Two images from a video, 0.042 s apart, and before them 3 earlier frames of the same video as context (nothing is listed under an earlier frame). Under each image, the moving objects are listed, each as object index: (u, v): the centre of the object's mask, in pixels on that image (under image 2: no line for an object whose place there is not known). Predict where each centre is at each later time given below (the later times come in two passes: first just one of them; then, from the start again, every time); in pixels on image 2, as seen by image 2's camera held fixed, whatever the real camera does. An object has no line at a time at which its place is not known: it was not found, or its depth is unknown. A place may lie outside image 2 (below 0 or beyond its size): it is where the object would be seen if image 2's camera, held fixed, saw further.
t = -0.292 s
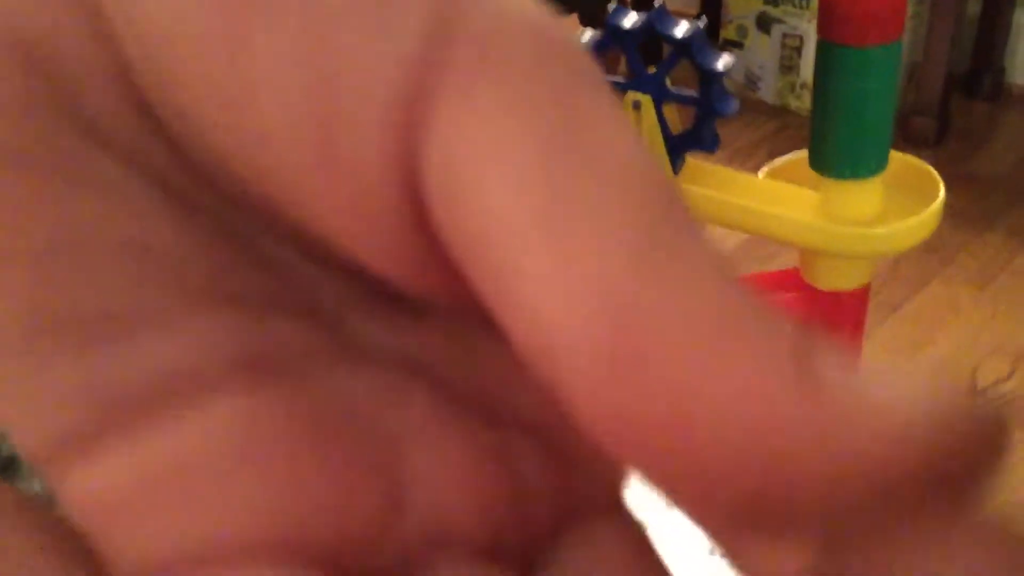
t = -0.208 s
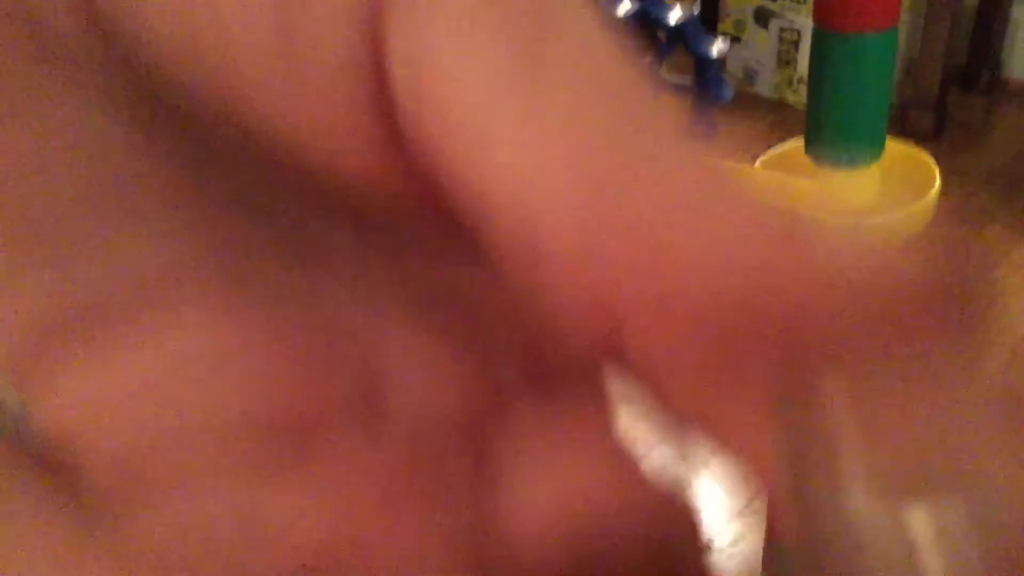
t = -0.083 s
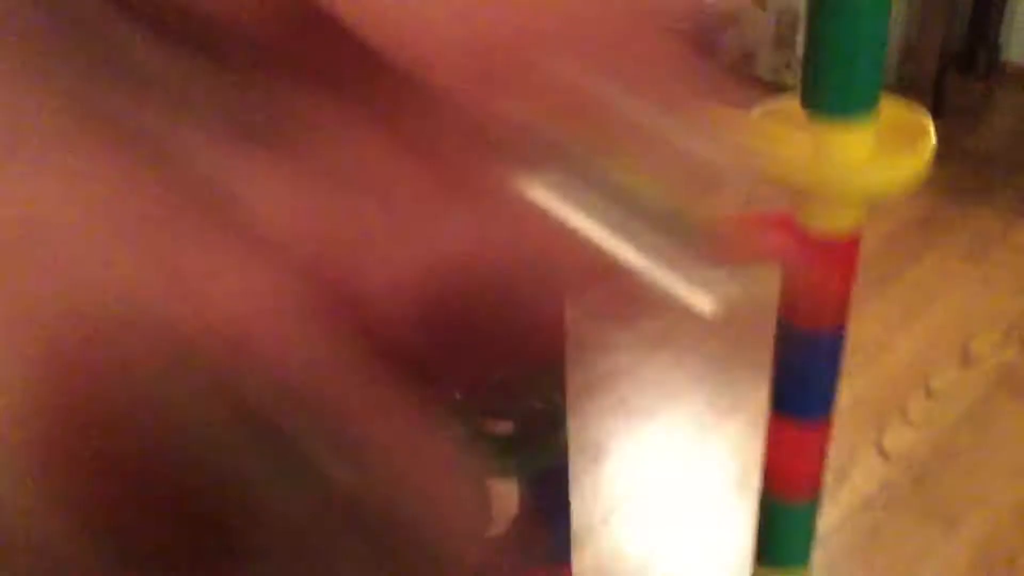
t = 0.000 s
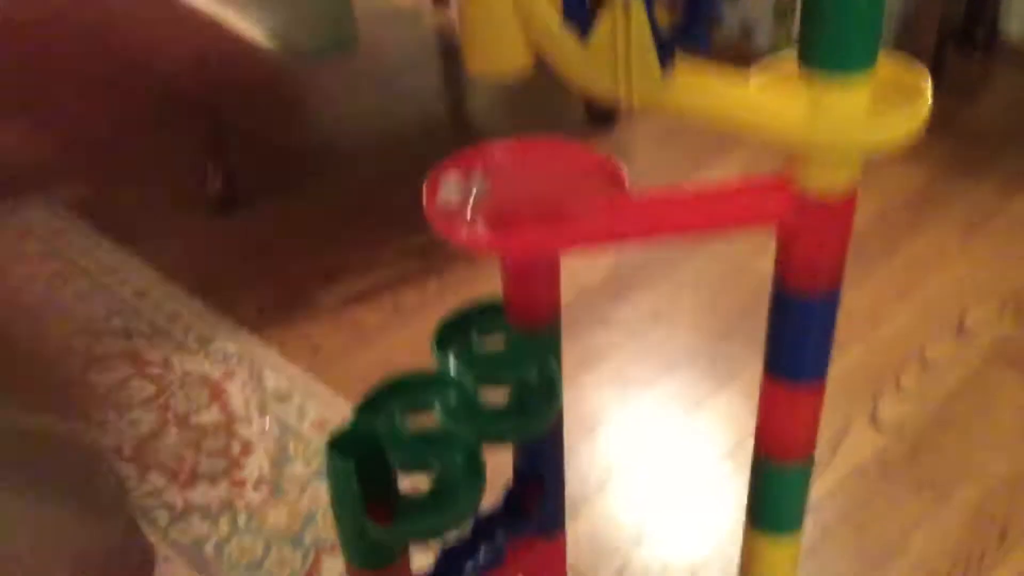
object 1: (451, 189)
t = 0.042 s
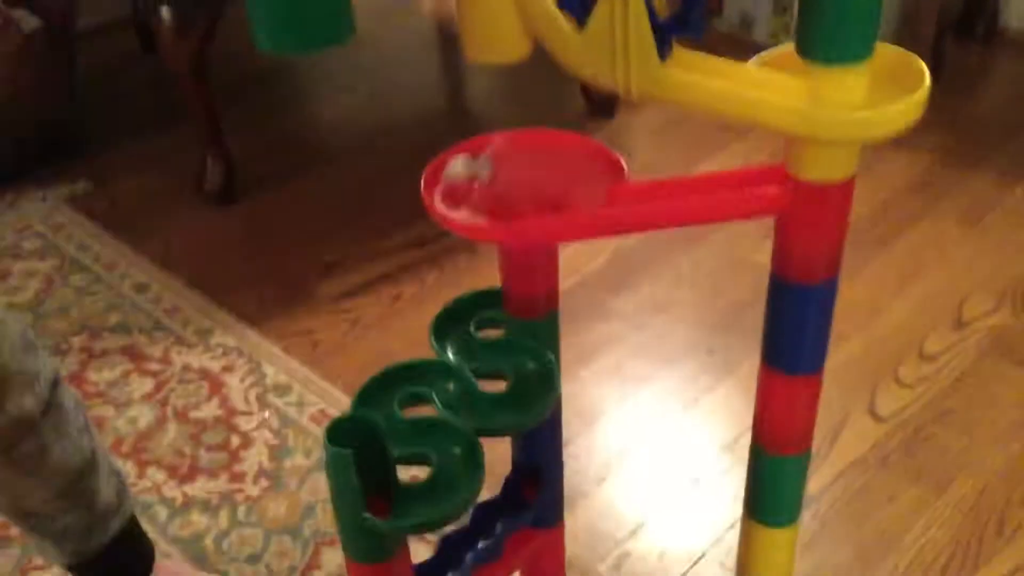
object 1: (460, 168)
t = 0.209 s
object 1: (538, 150)
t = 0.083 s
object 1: (472, 159)
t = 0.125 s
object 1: (490, 150)
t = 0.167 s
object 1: (518, 148)
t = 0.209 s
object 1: (538, 150)
